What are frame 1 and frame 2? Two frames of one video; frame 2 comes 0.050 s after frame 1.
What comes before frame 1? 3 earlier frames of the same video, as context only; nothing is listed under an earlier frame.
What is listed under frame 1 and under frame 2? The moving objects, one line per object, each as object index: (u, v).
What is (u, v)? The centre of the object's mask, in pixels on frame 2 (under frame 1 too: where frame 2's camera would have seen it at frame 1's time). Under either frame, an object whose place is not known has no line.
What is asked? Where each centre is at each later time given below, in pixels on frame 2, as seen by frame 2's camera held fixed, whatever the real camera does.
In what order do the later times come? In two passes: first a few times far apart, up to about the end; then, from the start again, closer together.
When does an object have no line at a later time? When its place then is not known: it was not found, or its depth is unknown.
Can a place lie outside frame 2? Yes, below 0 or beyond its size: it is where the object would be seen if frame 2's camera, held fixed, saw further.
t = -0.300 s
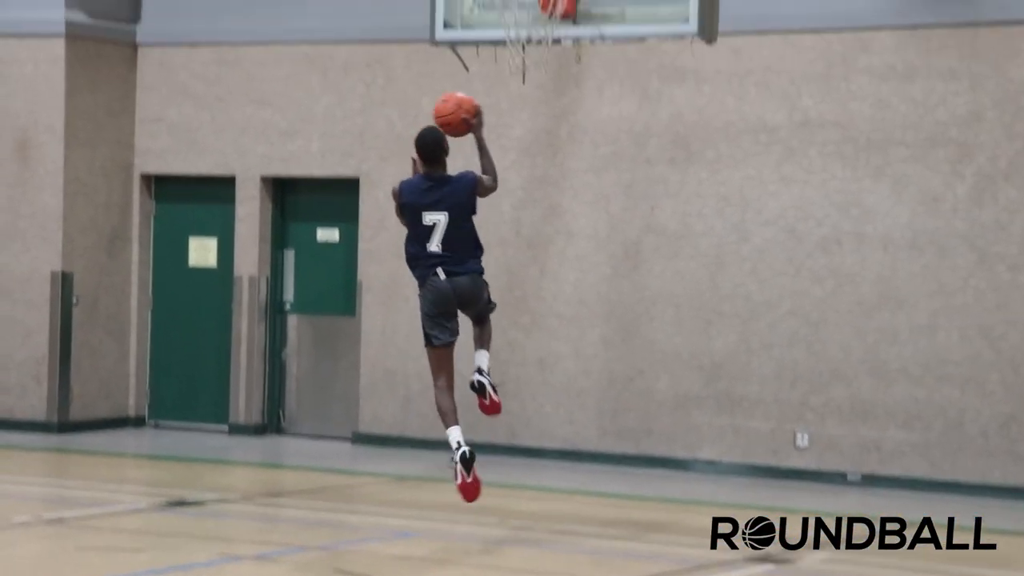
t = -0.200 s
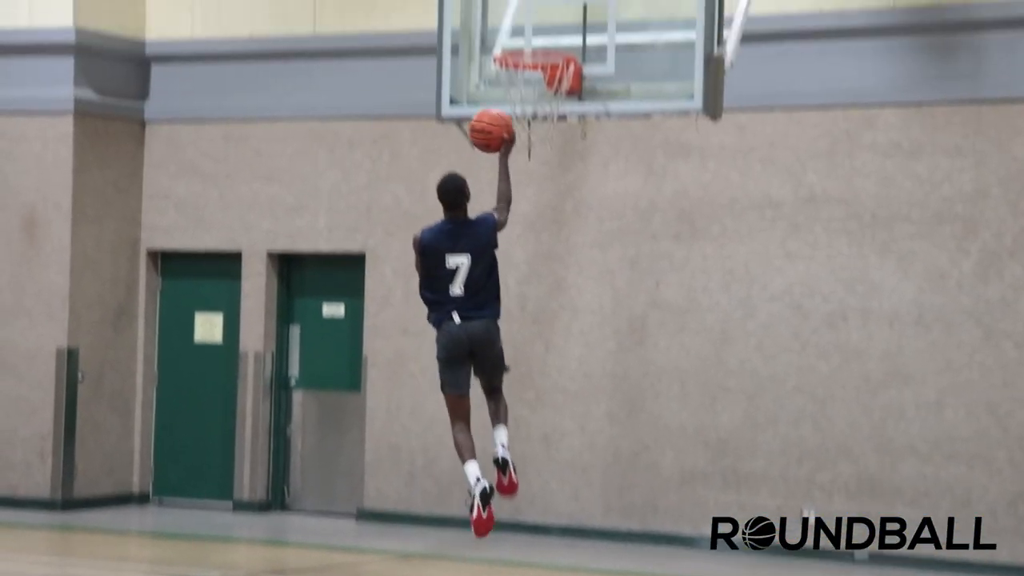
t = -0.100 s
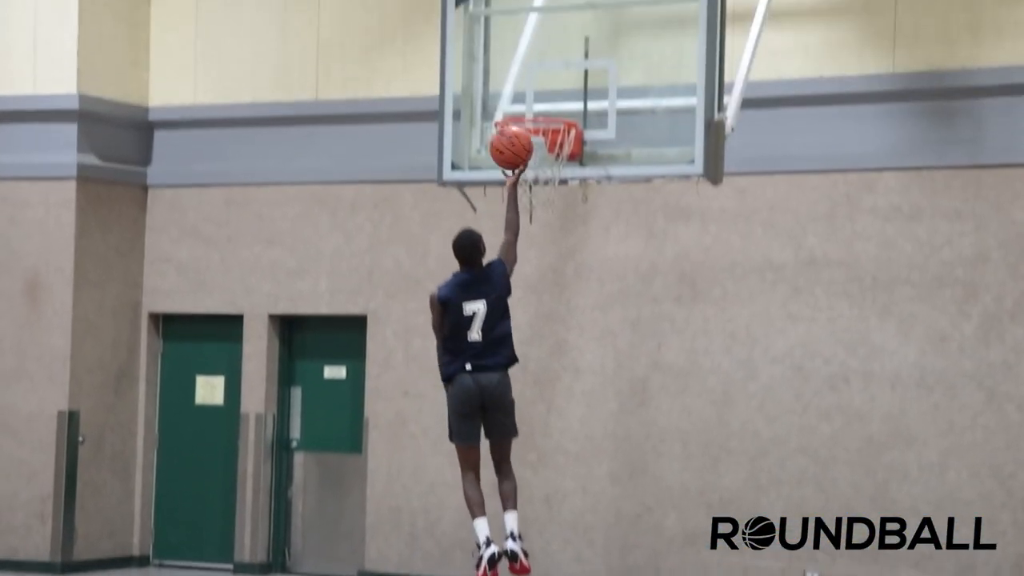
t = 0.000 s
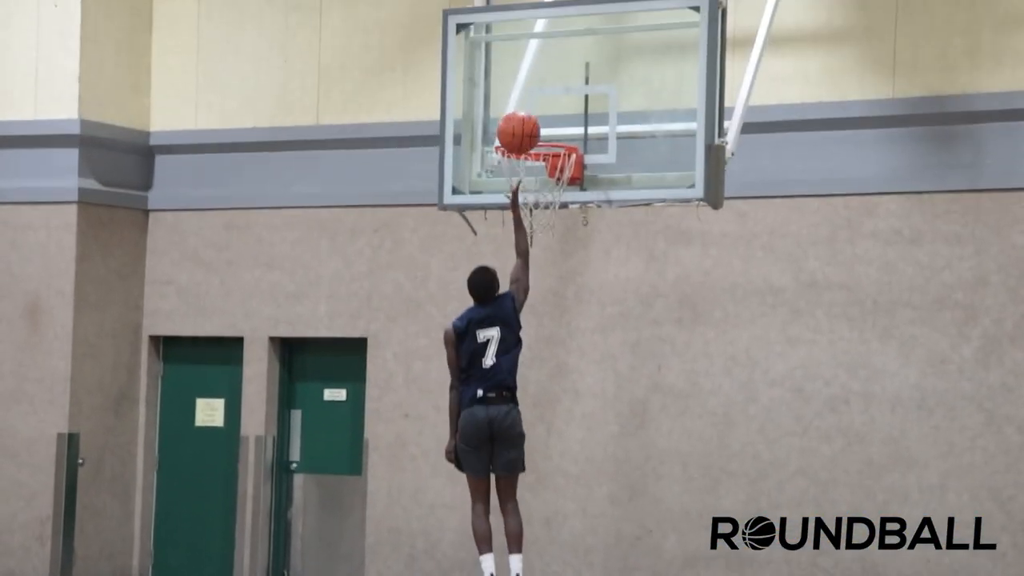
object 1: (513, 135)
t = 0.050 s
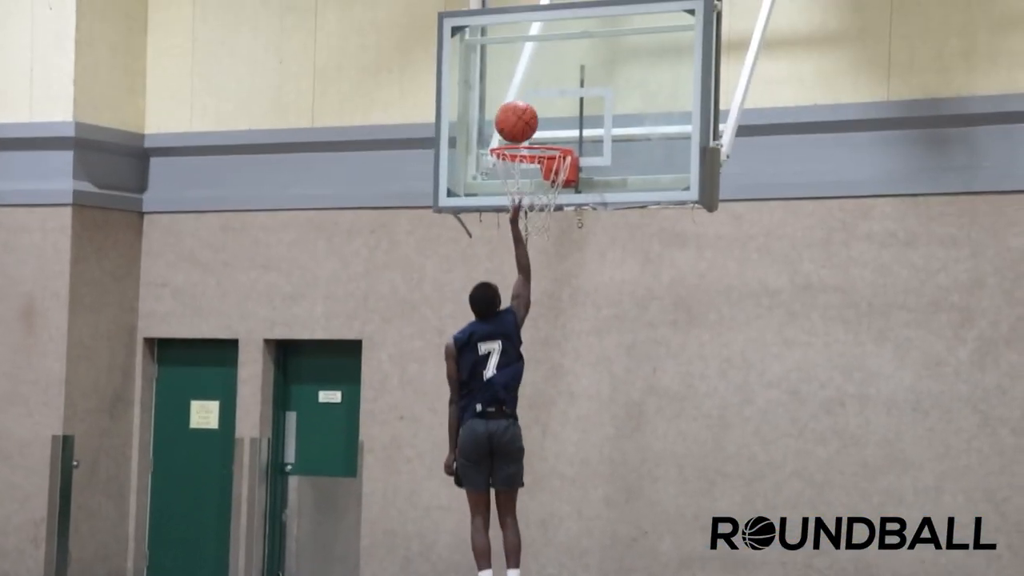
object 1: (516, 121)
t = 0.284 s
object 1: (528, 118)
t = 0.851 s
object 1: (508, 193)
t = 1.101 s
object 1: (495, 293)
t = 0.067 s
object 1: (517, 118)
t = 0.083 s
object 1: (518, 115)
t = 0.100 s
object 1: (519, 113)
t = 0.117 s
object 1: (520, 111)
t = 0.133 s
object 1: (521, 109)
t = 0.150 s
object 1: (522, 108)
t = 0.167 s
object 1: (522, 108)
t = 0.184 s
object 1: (523, 108)
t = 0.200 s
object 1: (524, 108)
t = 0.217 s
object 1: (525, 109)
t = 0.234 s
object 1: (526, 111)
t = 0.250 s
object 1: (527, 112)
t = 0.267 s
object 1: (527, 115)
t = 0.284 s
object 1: (528, 118)
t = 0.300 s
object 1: (529, 121)
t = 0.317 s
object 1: (530, 125)
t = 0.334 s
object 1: (531, 125)
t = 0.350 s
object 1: (533, 123)
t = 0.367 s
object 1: (535, 123)
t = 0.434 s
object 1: (543, 124)
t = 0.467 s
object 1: (546, 127)
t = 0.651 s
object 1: (535, 152)
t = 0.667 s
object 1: (533, 156)
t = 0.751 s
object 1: (522, 169)
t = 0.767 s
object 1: (519, 171)
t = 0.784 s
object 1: (517, 176)
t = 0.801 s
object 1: (515, 180)
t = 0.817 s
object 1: (512, 185)
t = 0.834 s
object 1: (510, 189)
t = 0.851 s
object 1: (508, 193)
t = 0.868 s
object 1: (507, 199)
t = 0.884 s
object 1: (505, 203)
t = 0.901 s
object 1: (504, 207)
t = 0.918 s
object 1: (503, 211)
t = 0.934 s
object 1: (503, 217)
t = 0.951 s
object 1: (502, 223)
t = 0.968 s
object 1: (501, 229)
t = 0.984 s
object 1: (501, 234)
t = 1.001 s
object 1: (500, 241)
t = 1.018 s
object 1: (499, 248)
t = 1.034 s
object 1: (498, 256)
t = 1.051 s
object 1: (498, 265)
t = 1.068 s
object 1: (497, 274)
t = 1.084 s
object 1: (496, 283)
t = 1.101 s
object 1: (495, 293)
